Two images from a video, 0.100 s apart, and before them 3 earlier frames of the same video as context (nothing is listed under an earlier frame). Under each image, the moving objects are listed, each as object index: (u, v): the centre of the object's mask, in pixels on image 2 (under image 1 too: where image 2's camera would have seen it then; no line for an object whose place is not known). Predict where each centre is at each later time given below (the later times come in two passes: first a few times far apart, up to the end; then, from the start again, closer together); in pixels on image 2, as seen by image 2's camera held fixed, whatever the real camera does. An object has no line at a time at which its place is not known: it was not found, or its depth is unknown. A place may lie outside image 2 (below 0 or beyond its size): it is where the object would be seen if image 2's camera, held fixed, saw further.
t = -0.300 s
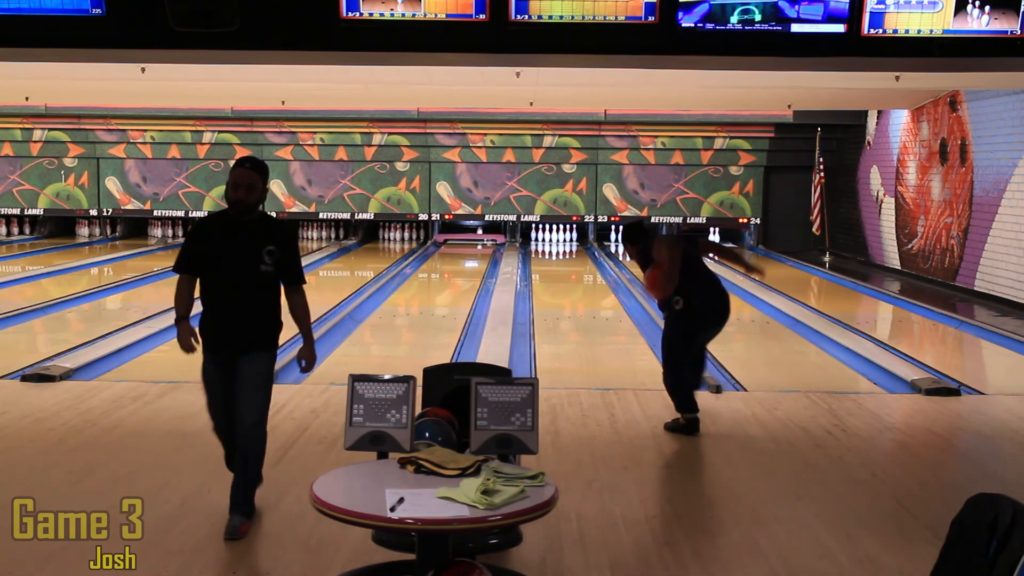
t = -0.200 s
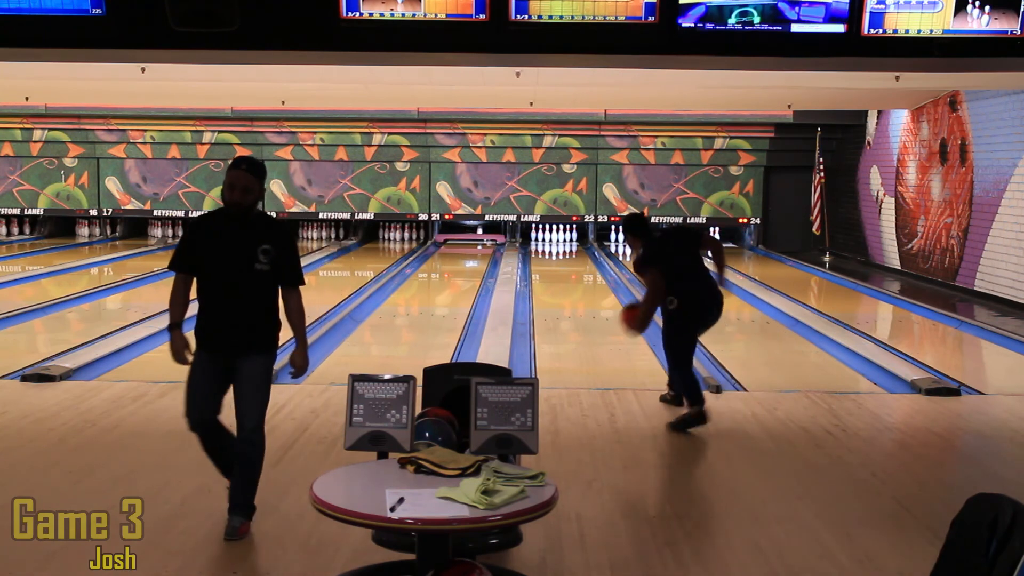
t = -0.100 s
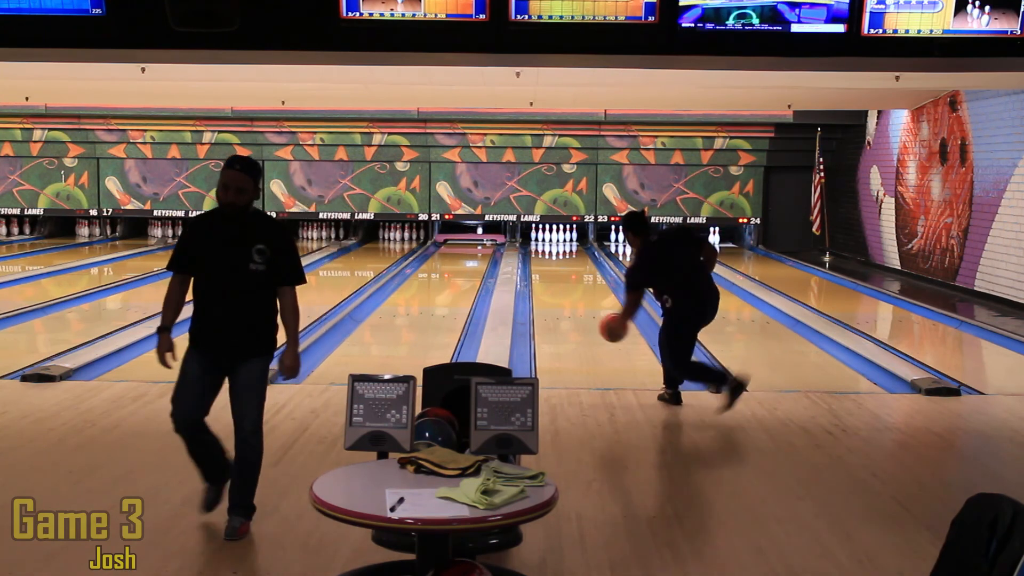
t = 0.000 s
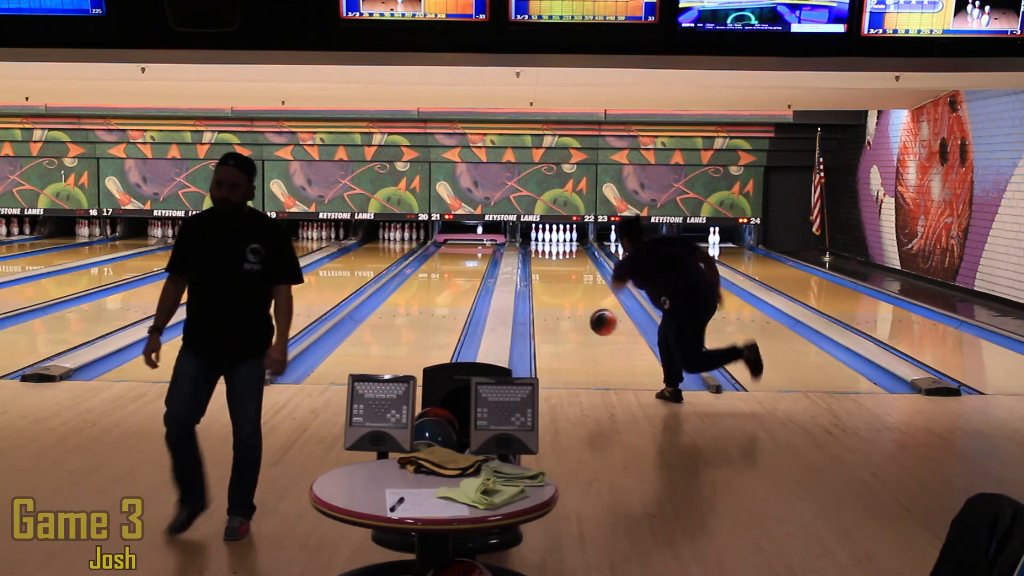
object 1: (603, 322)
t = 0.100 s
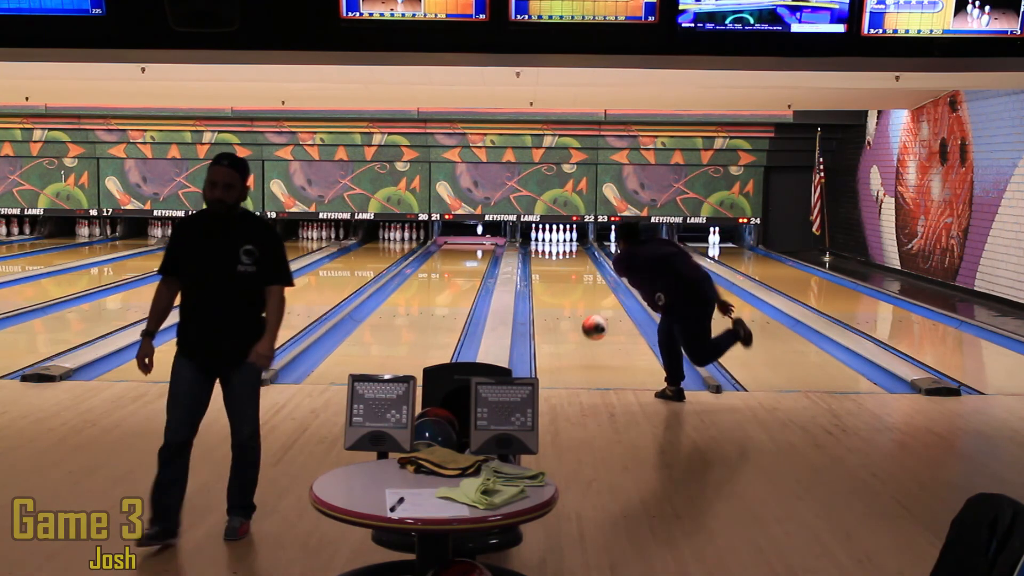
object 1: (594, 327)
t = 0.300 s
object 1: (580, 332)
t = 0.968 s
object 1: (553, 285)
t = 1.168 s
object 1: (547, 276)
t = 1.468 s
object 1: (542, 265)
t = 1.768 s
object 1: (537, 256)
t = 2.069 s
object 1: (537, 248)
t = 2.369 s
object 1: (538, 242)
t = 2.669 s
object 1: (541, 237)
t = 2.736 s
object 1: (540, 237)
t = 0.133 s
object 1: (592, 332)
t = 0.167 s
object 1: (589, 337)
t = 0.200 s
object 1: (586, 343)
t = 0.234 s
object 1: (584, 338)
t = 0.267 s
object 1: (582, 335)
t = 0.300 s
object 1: (580, 332)
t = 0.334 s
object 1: (578, 329)
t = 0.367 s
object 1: (574, 328)
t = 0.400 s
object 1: (574, 323)
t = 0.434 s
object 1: (572, 320)
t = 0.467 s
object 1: (571, 317)
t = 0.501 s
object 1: (570, 314)
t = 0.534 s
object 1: (568, 312)
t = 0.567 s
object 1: (566, 309)
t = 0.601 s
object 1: (565, 307)
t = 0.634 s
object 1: (563, 305)
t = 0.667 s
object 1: (562, 303)
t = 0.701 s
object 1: (561, 300)
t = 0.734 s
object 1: (559, 298)
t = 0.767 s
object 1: (558, 296)
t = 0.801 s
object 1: (557, 294)
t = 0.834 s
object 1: (557, 292)
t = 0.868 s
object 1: (555, 290)
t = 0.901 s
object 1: (554, 289)
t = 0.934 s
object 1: (553, 287)
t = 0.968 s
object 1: (553, 285)
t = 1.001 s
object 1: (552, 284)
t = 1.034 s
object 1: (550, 282)
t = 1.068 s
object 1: (549, 281)
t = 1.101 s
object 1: (549, 279)
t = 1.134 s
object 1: (548, 278)
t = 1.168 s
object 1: (547, 276)
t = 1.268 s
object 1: (545, 272)
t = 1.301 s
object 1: (545, 271)
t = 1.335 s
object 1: (543, 269)
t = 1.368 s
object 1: (543, 269)
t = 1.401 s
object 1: (542, 267)
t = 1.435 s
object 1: (541, 266)
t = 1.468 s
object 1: (542, 265)
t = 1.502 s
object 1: (540, 264)
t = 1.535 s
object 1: (540, 263)
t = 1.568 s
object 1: (539, 262)
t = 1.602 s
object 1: (539, 261)
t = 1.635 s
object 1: (539, 260)
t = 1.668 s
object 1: (538, 258)
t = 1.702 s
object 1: (538, 258)
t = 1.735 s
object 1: (538, 257)
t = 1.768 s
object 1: (537, 256)
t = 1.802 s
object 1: (538, 255)
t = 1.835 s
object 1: (537, 254)
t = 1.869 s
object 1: (537, 253)
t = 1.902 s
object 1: (537, 253)
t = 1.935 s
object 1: (536, 252)
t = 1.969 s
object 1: (537, 251)
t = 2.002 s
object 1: (537, 250)
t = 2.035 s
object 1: (537, 249)
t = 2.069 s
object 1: (537, 248)
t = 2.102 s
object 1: (537, 248)
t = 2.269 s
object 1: (537, 244)
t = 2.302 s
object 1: (538, 244)
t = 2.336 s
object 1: (538, 243)
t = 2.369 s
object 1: (538, 242)
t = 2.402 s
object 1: (539, 242)
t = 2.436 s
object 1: (539, 241)
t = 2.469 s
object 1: (539, 241)
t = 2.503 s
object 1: (540, 240)
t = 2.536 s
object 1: (540, 240)
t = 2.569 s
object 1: (540, 239)
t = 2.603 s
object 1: (541, 239)
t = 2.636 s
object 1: (542, 238)
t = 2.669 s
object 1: (541, 237)
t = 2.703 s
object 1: (540, 237)
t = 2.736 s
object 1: (540, 237)
